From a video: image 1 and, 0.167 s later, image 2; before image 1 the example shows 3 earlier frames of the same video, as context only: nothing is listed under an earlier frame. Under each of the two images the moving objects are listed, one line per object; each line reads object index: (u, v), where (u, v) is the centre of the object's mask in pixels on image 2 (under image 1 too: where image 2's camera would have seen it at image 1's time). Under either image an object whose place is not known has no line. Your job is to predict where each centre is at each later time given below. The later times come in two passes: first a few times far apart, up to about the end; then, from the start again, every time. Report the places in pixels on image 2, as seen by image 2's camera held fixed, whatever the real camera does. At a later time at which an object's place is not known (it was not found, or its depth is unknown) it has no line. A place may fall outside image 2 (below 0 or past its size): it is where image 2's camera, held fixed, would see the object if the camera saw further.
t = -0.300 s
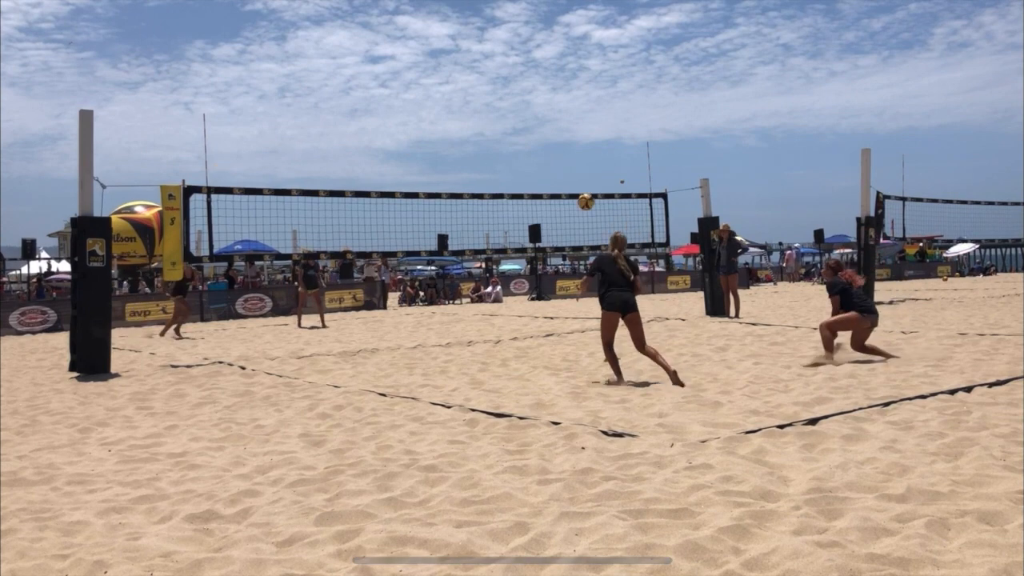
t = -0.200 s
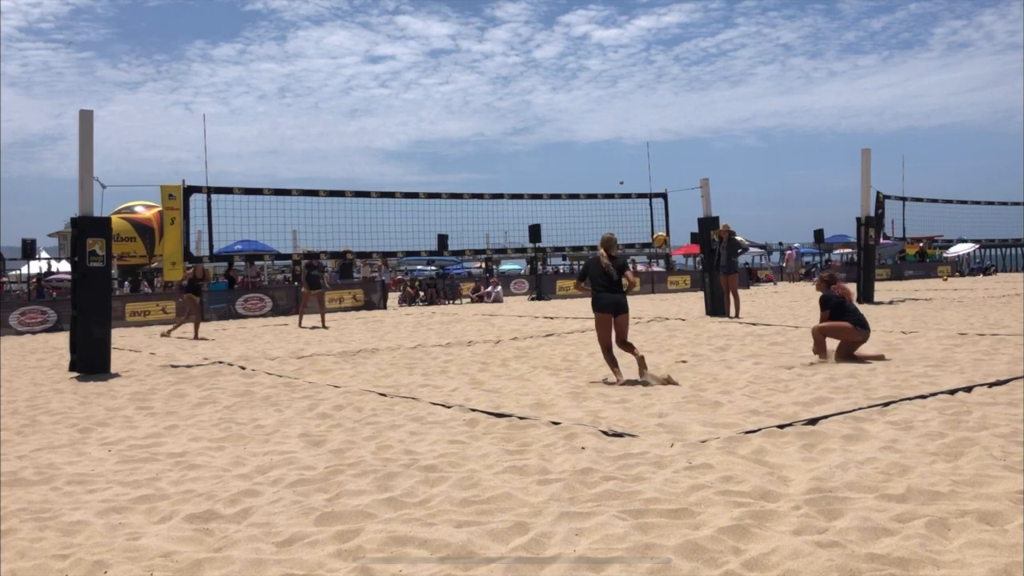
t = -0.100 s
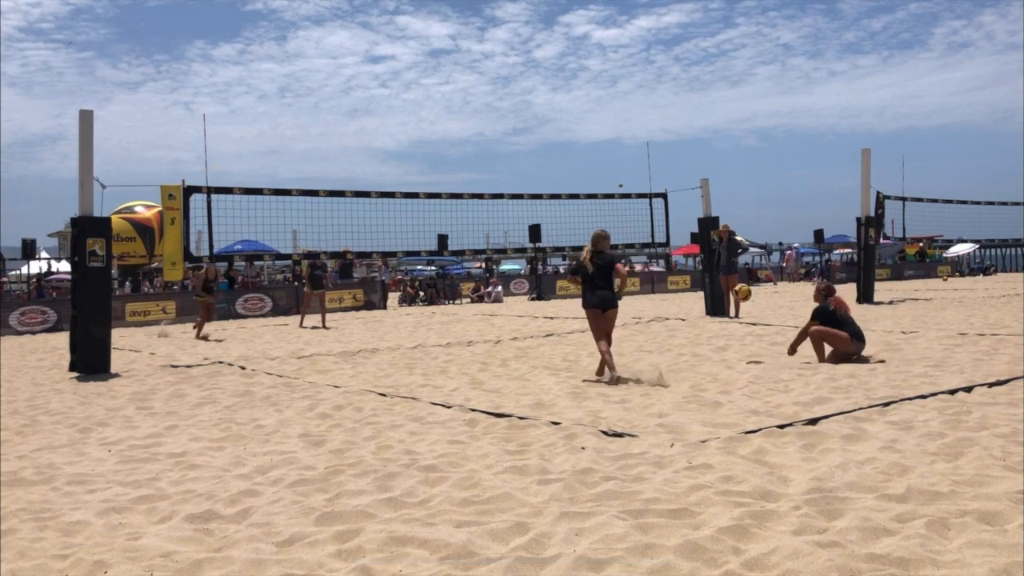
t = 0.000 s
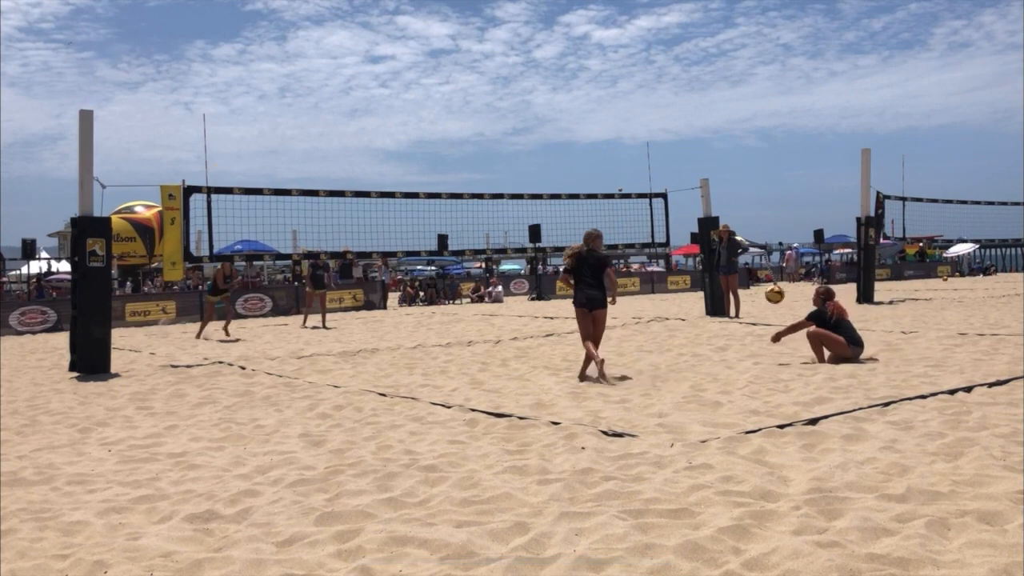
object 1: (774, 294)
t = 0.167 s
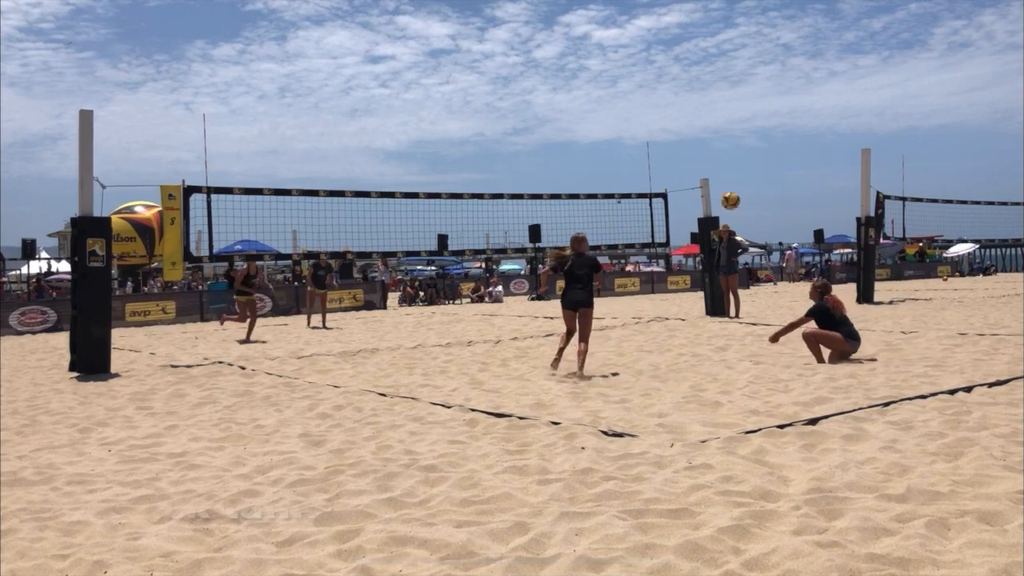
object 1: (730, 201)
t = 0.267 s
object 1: (706, 158)
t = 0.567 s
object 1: (644, 88)
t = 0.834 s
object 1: (598, 85)
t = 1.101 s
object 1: (557, 129)
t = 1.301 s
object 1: (530, 189)
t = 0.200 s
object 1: (722, 185)
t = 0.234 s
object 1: (714, 171)
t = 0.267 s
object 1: (706, 158)
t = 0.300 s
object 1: (698, 147)
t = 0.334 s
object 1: (691, 136)
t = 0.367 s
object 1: (684, 126)
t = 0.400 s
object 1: (677, 118)
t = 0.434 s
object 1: (670, 110)
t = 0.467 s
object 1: (663, 103)
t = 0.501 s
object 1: (657, 97)
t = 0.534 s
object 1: (650, 92)
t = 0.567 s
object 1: (644, 88)
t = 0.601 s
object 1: (638, 85)
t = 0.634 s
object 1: (632, 82)
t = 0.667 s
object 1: (626, 81)
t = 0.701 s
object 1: (620, 80)
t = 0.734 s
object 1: (614, 80)
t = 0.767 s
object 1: (609, 81)
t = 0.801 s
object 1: (603, 82)
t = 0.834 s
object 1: (598, 85)
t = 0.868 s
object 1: (592, 87)
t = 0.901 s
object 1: (587, 91)
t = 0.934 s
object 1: (582, 96)
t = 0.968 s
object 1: (577, 101)
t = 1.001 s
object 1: (572, 107)
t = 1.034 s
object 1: (567, 113)
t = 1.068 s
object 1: (562, 121)
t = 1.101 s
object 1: (557, 129)
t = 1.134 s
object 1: (553, 137)
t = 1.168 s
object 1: (548, 146)
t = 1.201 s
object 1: (543, 156)
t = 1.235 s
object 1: (539, 166)
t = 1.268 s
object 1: (534, 177)
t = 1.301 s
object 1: (530, 189)
